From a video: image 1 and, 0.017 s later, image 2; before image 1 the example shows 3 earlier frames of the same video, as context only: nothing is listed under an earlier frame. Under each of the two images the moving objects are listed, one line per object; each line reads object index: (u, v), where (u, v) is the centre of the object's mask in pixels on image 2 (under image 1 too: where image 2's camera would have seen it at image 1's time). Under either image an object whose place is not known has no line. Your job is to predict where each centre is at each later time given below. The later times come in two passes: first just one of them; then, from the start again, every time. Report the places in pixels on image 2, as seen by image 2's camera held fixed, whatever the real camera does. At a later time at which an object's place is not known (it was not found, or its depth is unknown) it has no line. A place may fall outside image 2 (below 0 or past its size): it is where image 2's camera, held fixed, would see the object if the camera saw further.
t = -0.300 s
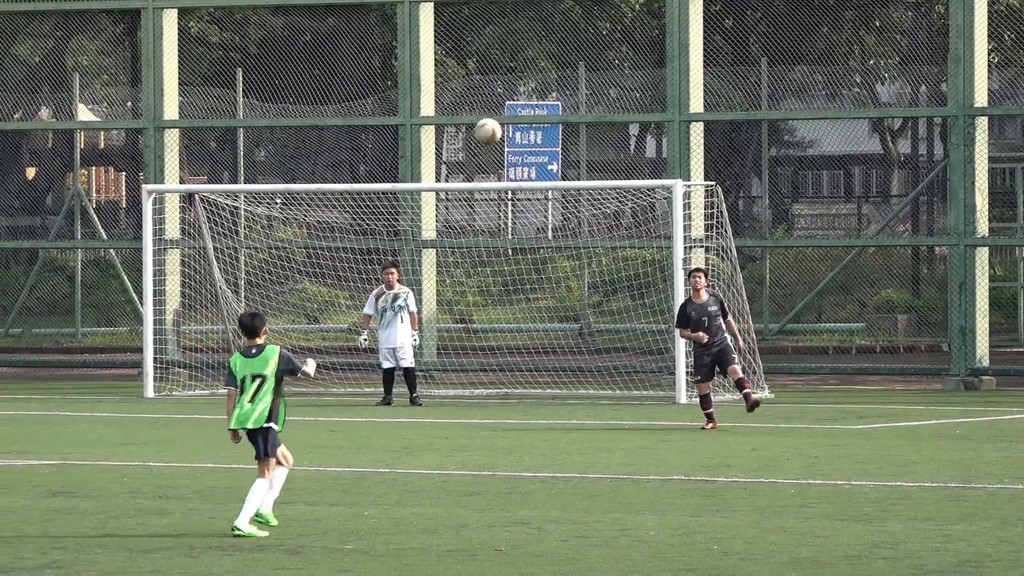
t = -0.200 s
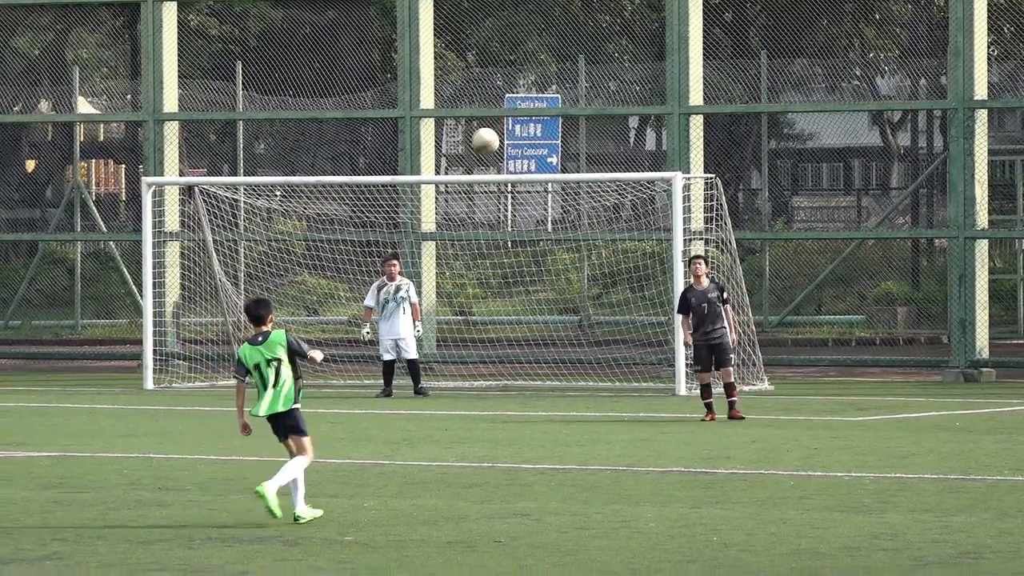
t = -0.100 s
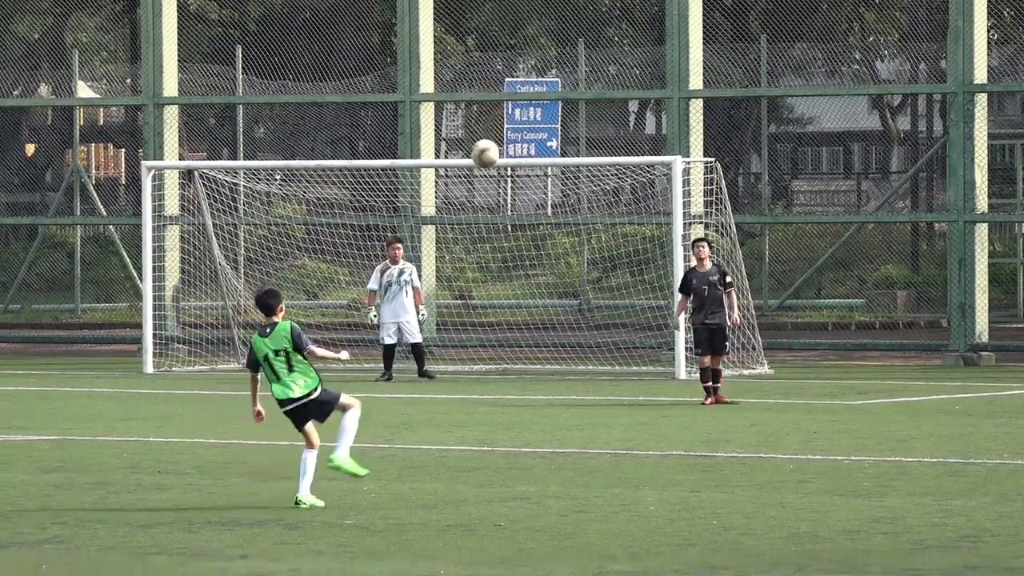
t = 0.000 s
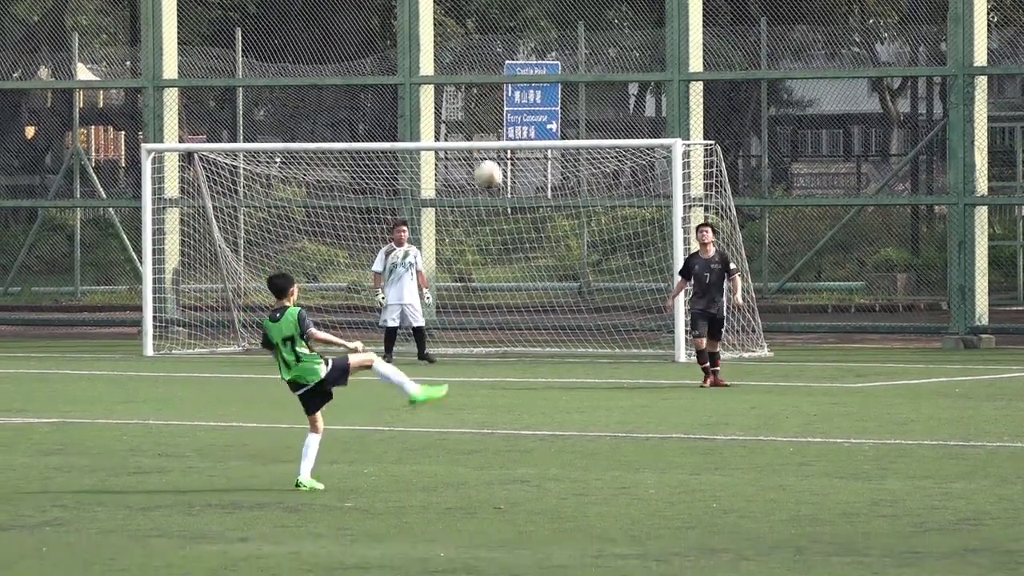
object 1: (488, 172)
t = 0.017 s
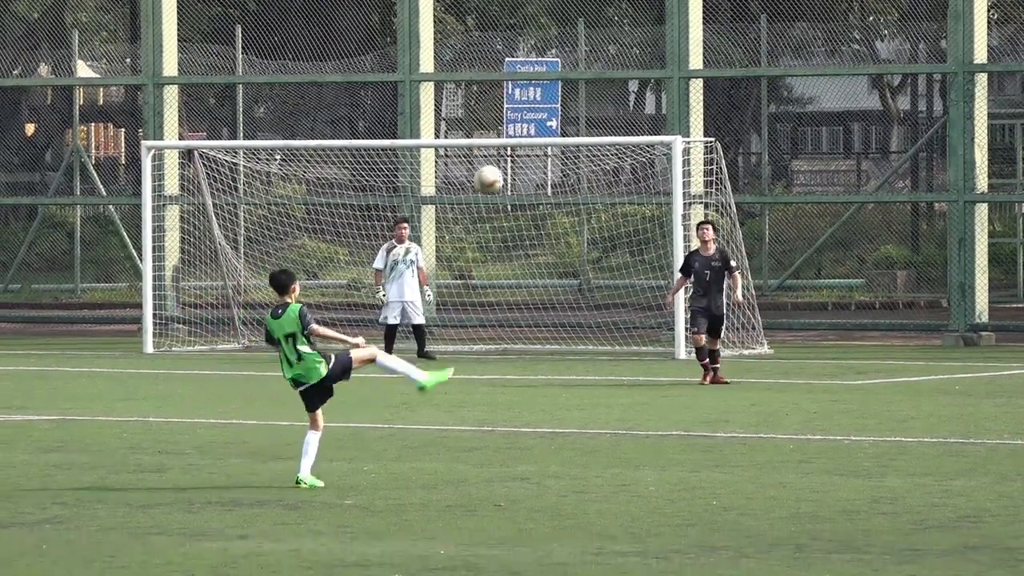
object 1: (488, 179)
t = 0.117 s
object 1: (495, 232)
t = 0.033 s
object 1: (489, 187)
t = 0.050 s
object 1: (490, 195)
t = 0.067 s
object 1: (492, 204)
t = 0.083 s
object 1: (493, 214)
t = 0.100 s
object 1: (493, 222)
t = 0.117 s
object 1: (495, 232)
